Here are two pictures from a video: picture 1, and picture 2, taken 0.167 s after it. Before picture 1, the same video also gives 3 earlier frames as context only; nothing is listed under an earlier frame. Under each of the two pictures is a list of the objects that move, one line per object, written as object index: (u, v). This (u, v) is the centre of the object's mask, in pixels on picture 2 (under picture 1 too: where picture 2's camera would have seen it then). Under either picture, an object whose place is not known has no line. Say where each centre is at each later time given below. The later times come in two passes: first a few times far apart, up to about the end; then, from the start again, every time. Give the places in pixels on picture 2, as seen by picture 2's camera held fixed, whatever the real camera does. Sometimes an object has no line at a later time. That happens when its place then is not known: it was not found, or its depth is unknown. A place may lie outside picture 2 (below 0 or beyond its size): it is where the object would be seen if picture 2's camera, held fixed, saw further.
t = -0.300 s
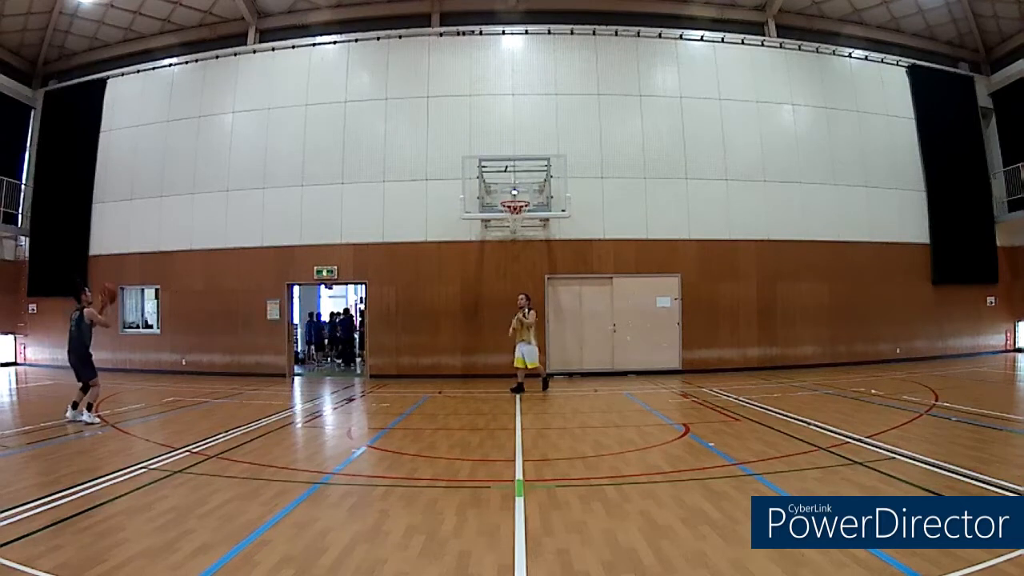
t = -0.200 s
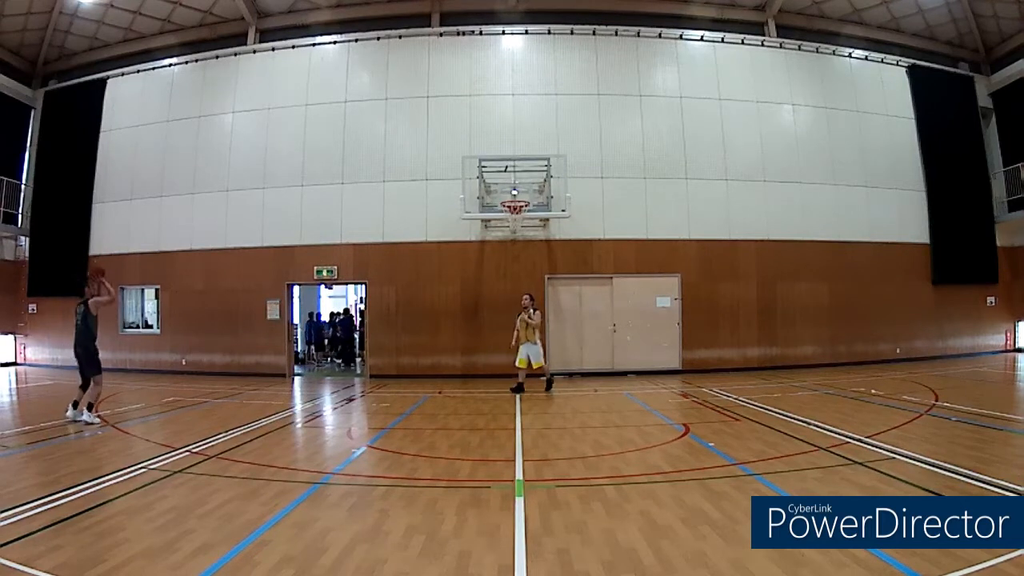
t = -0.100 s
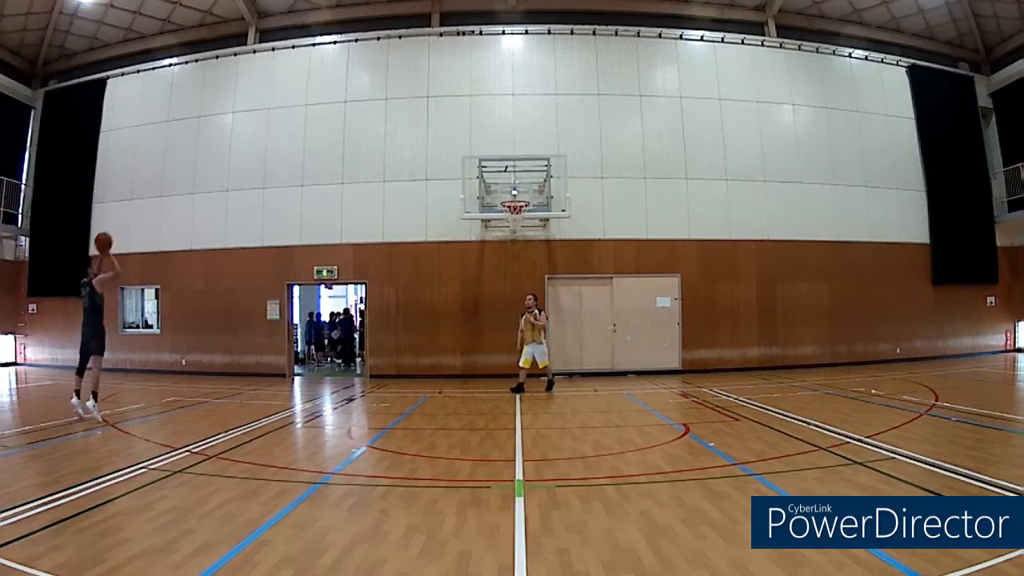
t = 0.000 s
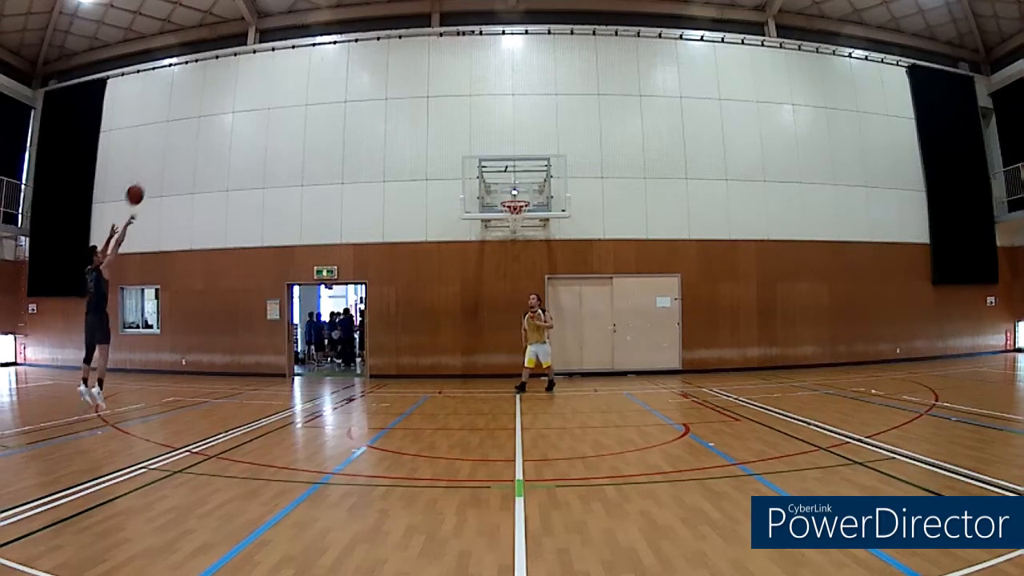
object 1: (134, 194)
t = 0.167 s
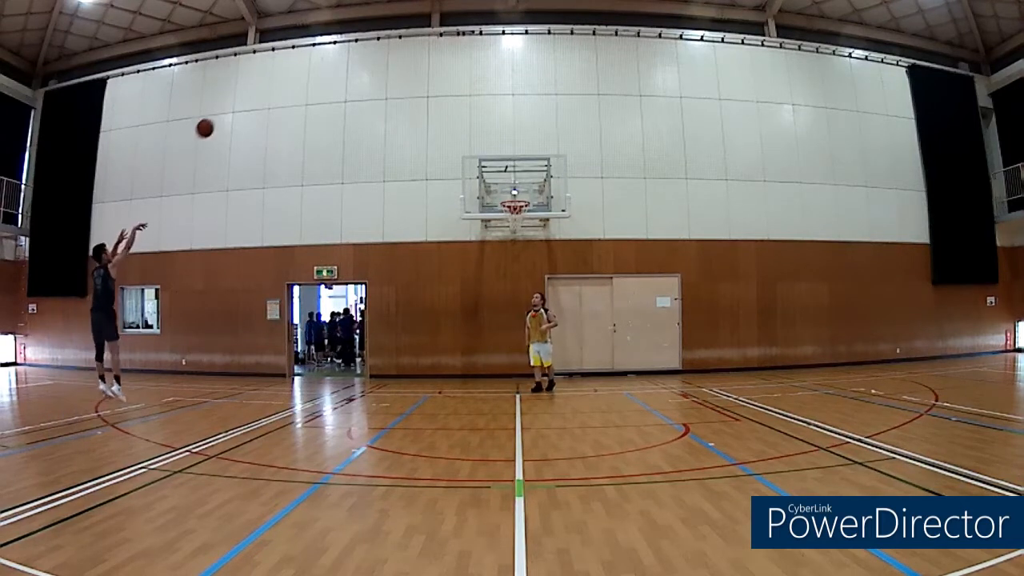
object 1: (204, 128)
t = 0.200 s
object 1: (217, 118)
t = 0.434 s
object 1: (300, 80)
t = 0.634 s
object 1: (360, 80)
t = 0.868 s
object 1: (420, 111)
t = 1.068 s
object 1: (467, 159)
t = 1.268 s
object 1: (478, 213)
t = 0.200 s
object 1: (217, 118)
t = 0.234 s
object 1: (230, 110)
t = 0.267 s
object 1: (243, 102)
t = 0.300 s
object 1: (255, 96)
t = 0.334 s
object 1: (267, 90)
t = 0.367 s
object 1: (278, 86)
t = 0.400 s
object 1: (289, 82)
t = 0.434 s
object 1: (300, 80)
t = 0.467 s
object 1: (316, 77)
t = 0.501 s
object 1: (326, 77)
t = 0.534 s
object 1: (331, 77)
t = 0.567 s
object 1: (341, 77)
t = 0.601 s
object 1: (350, 78)
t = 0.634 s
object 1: (360, 80)
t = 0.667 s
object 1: (369, 83)
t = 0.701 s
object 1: (378, 86)
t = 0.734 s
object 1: (387, 90)
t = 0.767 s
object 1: (395, 94)
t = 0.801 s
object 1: (403, 98)
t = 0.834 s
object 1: (411, 105)
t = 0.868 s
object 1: (420, 111)
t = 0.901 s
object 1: (428, 117)
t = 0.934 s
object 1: (437, 124)
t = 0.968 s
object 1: (444, 132)
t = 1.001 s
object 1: (452, 141)
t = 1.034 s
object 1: (459, 150)
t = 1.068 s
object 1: (467, 159)
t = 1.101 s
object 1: (474, 169)
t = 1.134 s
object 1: (481, 179)
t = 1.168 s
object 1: (488, 190)
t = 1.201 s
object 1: (495, 201)
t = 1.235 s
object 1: (487, 206)
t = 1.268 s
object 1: (478, 213)
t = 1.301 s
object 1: (469, 220)
